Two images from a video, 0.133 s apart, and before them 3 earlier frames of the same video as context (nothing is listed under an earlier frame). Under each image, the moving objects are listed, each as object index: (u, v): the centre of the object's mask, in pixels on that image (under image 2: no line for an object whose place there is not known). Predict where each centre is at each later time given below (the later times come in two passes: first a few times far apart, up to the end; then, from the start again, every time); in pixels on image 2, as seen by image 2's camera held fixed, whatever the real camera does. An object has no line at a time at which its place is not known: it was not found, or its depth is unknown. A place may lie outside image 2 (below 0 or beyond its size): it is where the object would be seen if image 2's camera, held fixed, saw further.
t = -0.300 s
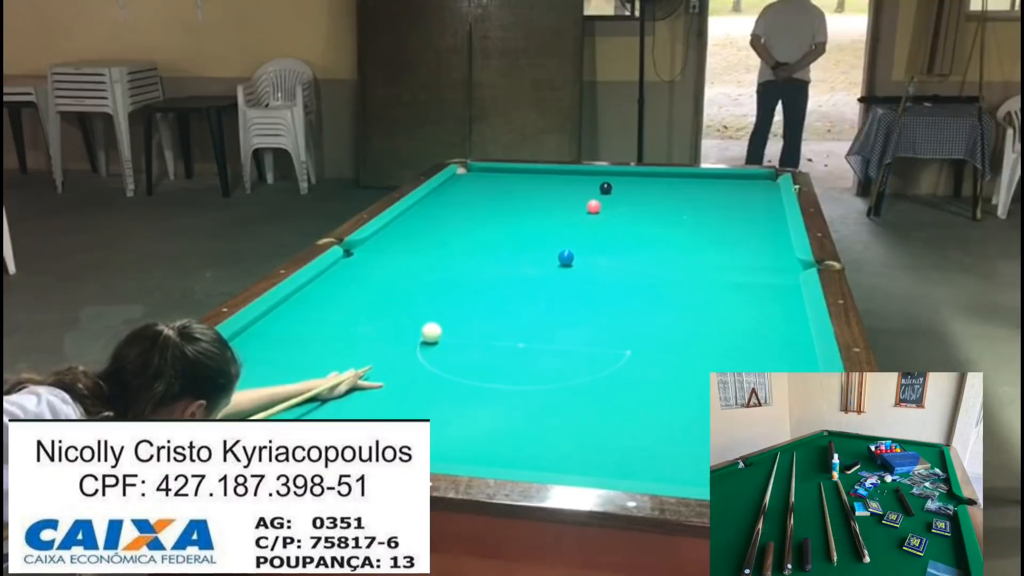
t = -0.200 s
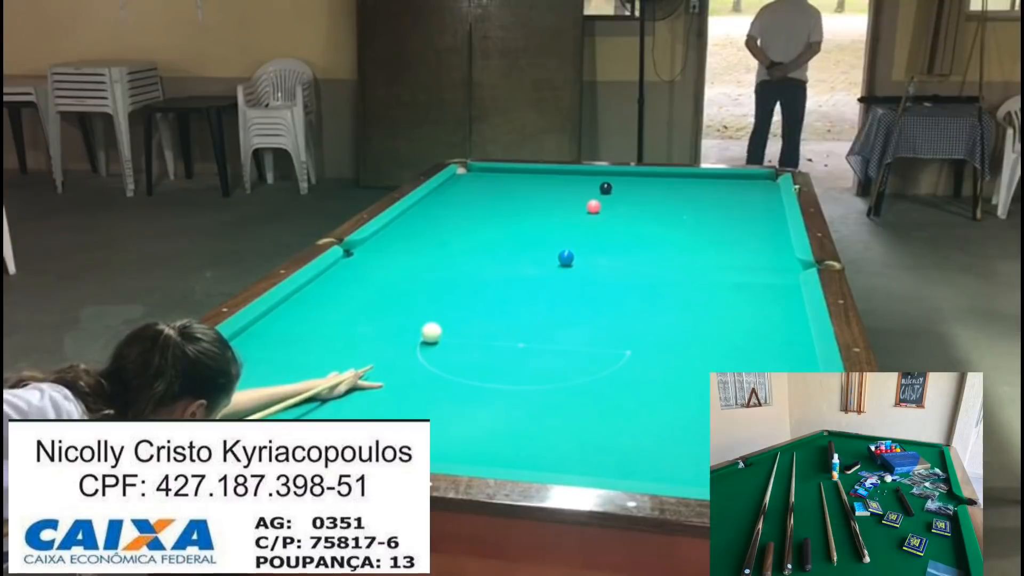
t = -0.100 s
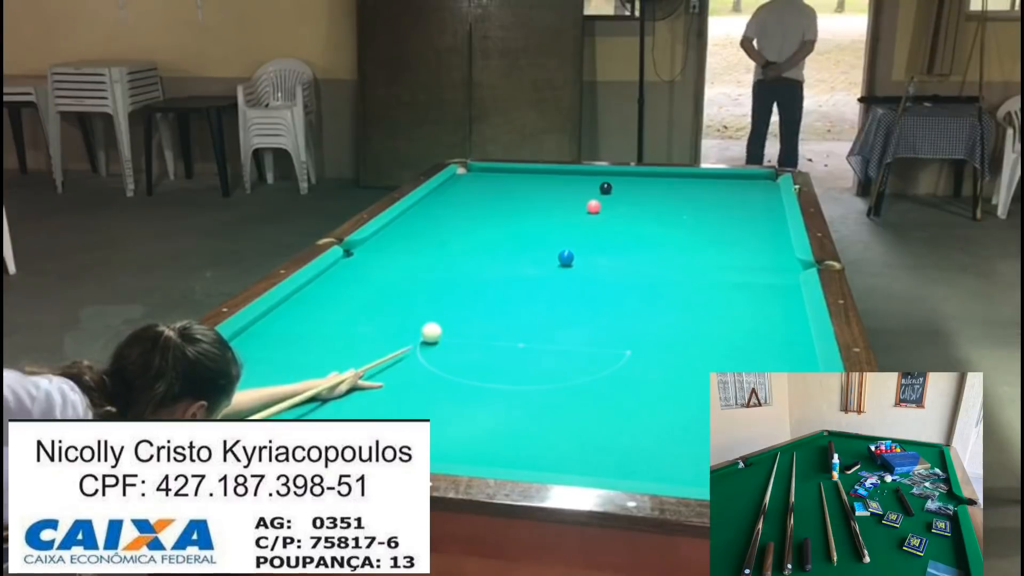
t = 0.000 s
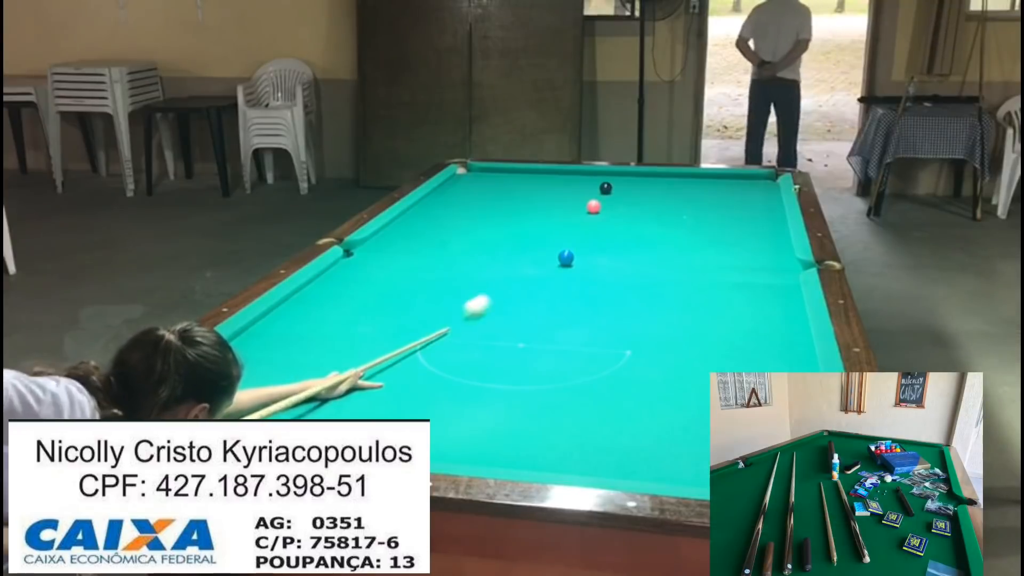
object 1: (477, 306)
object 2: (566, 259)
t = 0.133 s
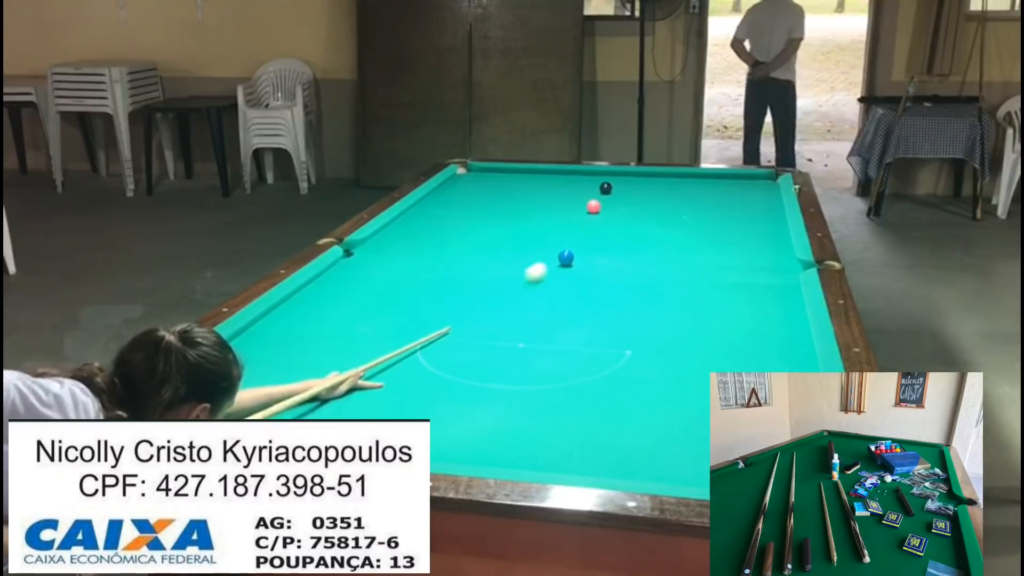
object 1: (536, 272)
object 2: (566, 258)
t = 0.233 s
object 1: (553, 261)
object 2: (579, 253)
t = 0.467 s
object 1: (538, 260)
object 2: (637, 230)
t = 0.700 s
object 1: (524, 259)
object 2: (682, 212)
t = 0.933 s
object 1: (512, 258)
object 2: (721, 197)
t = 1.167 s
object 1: (502, 257)
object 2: (755, 183)
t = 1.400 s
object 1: (494, 257)
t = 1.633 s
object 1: (488, 256)
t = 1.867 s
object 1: (484, 256)
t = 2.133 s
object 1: (481, 256)
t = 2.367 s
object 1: (480, 256)
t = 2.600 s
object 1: (480, 256)
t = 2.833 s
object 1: (480, 256)
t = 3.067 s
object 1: (480, 256)
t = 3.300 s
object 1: (480, 256)
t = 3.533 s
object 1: (480, 256)
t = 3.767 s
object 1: (480, 256)
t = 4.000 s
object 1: (480, 256)
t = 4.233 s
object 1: (480, 256)
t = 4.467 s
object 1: (480, 256)
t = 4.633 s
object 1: (480, 256)
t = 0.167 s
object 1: (547, 266)
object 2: (566, 258)
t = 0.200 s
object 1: (555, 261)
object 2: (569, 258)
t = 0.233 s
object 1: (553, 261)
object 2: (579, 253)
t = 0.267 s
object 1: (551, 261)
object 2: (589, 249)
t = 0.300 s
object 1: (548, 261)
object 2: (599, 245)
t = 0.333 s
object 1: (546, 261)
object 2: (607, 242)
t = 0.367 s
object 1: (544, 260)
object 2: (615, 239)
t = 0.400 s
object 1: (542, 260)
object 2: (622, 236)
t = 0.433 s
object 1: (540, 260)
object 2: (630, 233)
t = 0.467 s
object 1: (538, 260)
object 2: (637, 230)
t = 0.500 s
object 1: (536, 259)
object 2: (643, 227)
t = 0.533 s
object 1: (533, 259)
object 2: (650, 225)
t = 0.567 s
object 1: (531, 259)
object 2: (657, 222)
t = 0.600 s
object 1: (530, 259)
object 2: (663, 219)
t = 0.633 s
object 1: (528, 259)
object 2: (669, 217)
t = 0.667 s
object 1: (526, 259)
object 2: (676, 214)
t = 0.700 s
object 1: (524, 259)
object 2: (682, 212)
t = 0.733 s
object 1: (522, 258)
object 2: (687, 209)
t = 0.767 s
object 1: (520, 258)
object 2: (693, 207)
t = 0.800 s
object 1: (519, 258)
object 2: (699, 205)
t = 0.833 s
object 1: (517, 258)
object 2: (704, 203)
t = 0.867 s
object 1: (515, 258)
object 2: (710, 201)
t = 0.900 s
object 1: (514, 258)
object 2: (715, 199)
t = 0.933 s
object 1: (512, 258)
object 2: (721, 197)
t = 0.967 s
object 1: (511, 258)
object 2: (726, 195)
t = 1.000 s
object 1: (509, 258)
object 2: (730, 193)
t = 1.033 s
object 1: (508, 258)
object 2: (736, 191)
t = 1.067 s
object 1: (506, 258)
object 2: (740, 189)
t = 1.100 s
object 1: (505, 258)
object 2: (745, 187)
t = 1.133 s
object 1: (504, 257)
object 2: (750, 185)
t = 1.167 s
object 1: (502, 257)
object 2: (755, 183)
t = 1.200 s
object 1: (501, 257)
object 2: (759, 182)
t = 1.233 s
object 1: (500, 257)
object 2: (763, 180)
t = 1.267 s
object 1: (498, 257)
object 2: (766, 178)
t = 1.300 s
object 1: (497, 257)
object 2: (771, 177)
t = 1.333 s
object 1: (496, 257)
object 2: (775, 176)
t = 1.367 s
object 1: (495, 257)
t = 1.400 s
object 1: (494, 257)
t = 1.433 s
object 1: (493, 257)
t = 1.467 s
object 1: (492, 257)
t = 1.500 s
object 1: (491, 257)
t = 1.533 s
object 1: (490, 257)
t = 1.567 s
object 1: (489, 257)
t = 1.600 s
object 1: (488, 256)
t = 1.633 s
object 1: (488, 256)
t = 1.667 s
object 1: (487, 256)
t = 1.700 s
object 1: (486, 256)
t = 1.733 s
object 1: (486, 256)
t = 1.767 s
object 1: (485, 256)
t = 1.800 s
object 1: (485, 256)
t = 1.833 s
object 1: (484, 256)
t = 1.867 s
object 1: (484, 256)
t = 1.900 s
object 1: (483, 256)
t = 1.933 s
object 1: (483, 256)
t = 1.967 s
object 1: (482, 256)
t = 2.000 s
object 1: (482, 256)
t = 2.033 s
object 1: (482, 256)
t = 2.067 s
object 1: (481, 256)
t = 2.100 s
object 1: (481, 256)
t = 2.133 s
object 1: (481, 256)
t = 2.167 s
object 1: (481, 256)
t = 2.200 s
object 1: (481, 256)
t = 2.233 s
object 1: (481, 256)
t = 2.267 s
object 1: (480, 256)
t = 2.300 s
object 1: (480, 256)
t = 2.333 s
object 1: (480, 256)
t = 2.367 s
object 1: (480, 256)
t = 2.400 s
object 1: (480, 256)
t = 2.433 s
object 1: (480, 256)
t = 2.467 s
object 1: (480, 256)
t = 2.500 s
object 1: (480, 256)
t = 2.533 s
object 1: (480, 256)
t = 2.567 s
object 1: (480, 256)
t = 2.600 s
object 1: (480, 256)
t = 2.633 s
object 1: (480, 256)
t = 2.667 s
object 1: (480, 256)
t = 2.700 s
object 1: (480, 256)
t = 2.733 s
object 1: (480, 256)
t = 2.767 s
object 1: (480, 256)
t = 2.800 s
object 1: (480, 256)
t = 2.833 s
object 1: (480, 256)
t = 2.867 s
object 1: (480, 256)
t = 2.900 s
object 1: (480, 256)
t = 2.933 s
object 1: (480, 256)
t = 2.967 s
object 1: (480, 256)
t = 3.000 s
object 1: (480, 256)
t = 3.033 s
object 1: (480, 256)
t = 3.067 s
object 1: (480, 256)
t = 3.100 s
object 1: (480, 256)
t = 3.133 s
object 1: (480, 256)
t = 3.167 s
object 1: (480, 256)
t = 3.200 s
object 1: (480, 256)
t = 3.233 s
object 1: (480, 256)
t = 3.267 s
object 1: (480, 256)
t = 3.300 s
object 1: (480, 256)
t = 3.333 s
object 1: (480, 256)
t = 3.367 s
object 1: (480, 256)
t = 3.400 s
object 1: (480, 256)
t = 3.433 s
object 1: (480, 256)
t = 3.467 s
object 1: (480, 256)
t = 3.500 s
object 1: (480, 256)
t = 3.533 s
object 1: (480, 256)
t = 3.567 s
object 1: (480, 256)
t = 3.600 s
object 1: (480, 256)
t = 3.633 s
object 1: (480, 256)
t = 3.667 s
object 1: (480, 256)
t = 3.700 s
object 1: (480, 256)
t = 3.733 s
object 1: (480, 256)
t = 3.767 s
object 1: (480, 256)
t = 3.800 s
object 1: (480, 256)
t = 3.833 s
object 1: (480, 256)
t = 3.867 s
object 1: (480, 256)
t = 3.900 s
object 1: (480, 256)
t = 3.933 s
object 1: (480, 256)
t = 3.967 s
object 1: (480, 256)
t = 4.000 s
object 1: (480, 256)
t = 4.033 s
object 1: (480, 256)
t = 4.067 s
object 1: (480, 256)
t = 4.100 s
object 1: (480, 256)
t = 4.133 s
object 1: (480, 256)
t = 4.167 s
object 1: (480, 256)
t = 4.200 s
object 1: (480, 256)
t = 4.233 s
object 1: (480, 256)
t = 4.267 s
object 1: (480, 256)
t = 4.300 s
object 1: (480, 256)
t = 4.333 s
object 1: (480, 256)
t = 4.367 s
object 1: (480, 256)
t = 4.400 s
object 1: (480, 256)
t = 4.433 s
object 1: (480, 256)
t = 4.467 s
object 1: (480, 256)
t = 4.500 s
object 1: (480, 256)
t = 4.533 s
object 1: (480, 256)
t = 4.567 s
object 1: (480, 256)
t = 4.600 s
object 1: (480, 256)
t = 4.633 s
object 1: (480, 256)
